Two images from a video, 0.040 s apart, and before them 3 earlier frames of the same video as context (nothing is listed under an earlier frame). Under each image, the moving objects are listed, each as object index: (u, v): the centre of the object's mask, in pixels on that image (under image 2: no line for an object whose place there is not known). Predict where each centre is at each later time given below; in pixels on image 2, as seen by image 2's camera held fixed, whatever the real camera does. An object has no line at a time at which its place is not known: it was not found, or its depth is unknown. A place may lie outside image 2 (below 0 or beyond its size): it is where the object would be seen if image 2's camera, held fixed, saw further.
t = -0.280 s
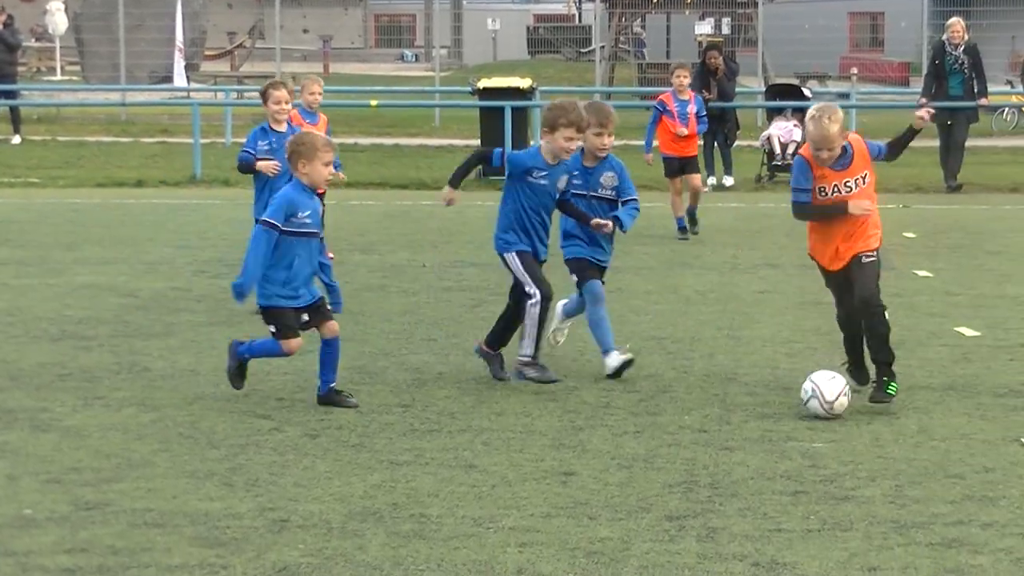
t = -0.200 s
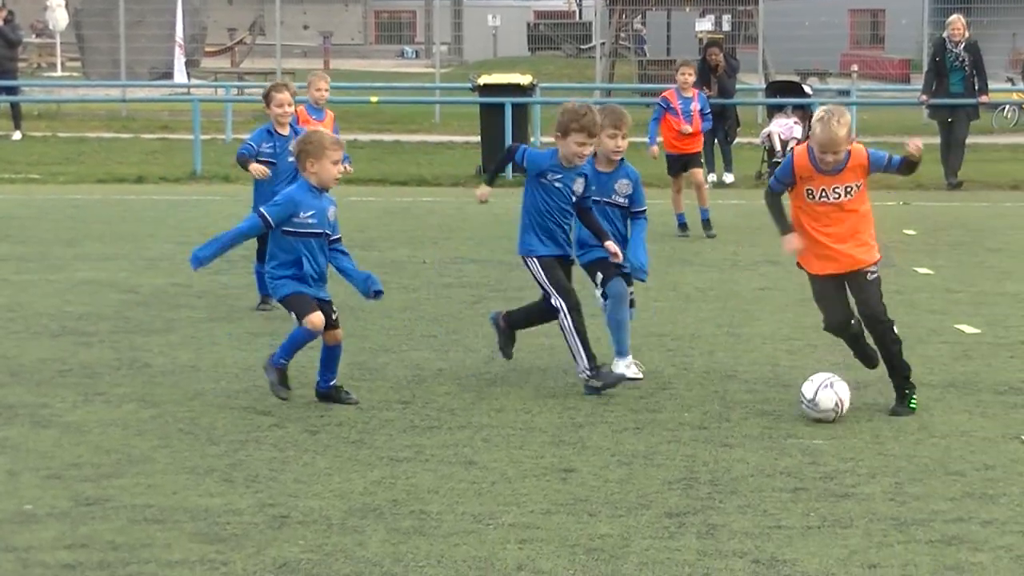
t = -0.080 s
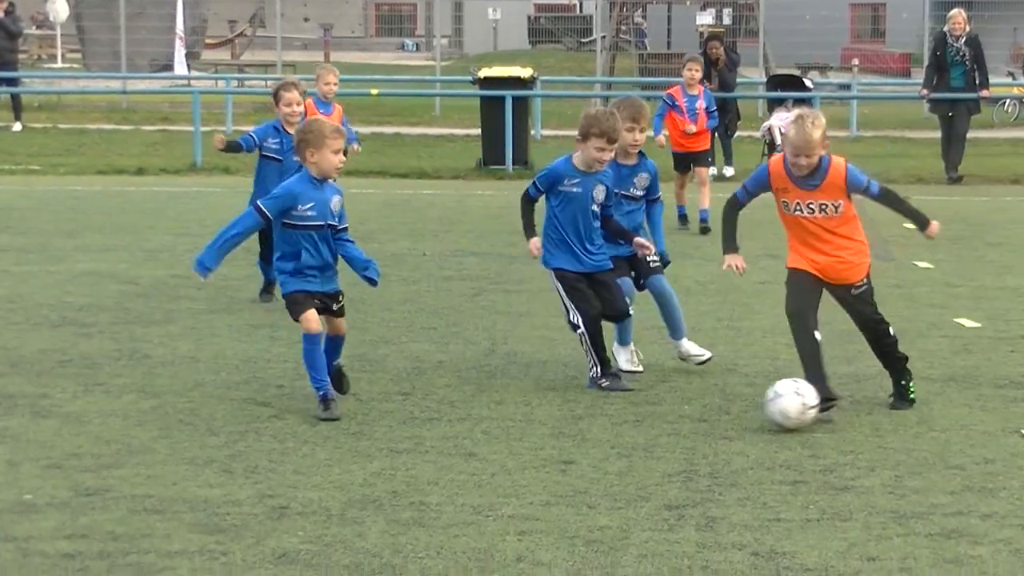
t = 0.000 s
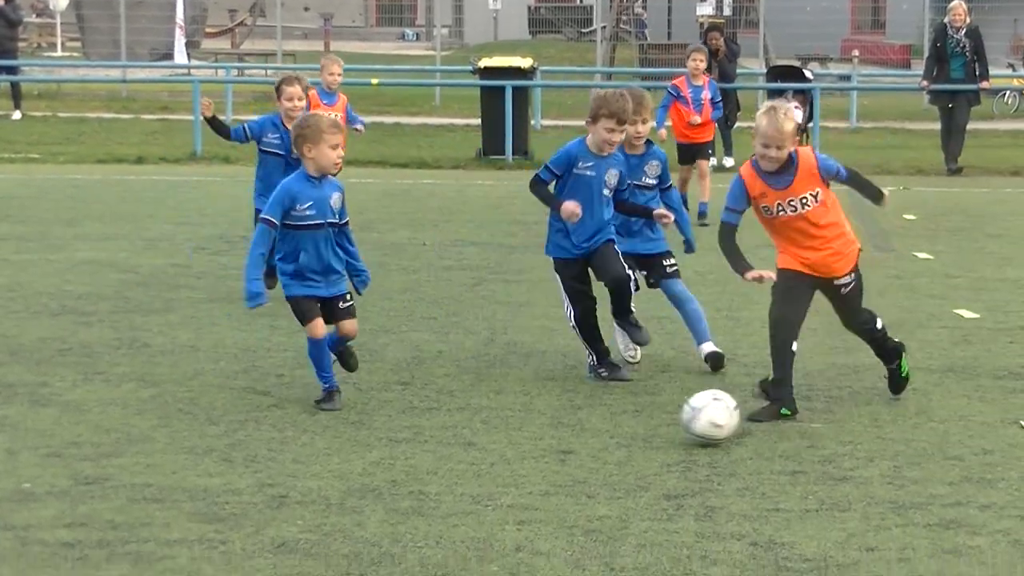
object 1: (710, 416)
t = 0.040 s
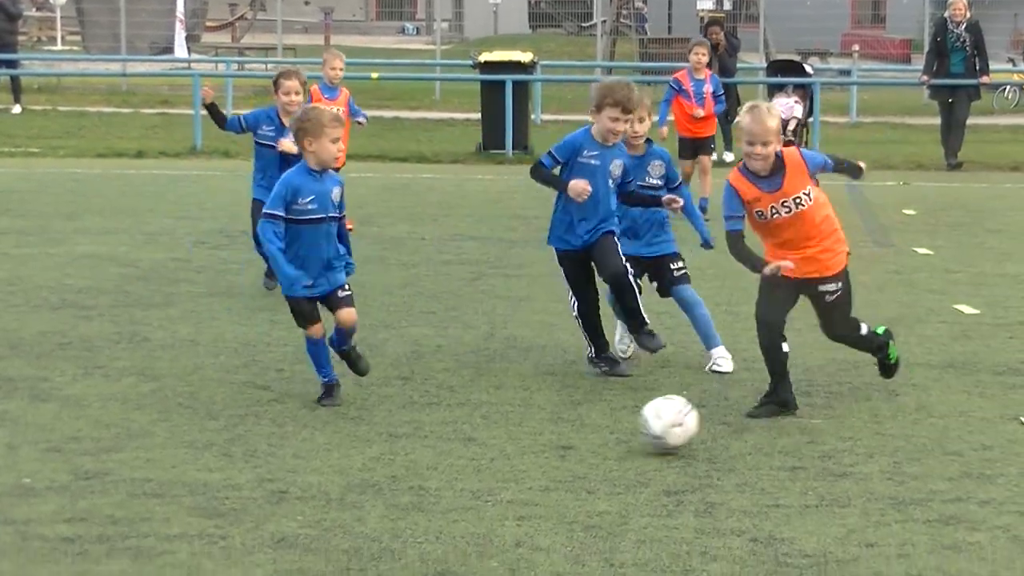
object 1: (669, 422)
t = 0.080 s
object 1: (624, 439)
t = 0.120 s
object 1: (583, 446)
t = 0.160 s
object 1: (539, 458)
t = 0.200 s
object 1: (493, 477)
